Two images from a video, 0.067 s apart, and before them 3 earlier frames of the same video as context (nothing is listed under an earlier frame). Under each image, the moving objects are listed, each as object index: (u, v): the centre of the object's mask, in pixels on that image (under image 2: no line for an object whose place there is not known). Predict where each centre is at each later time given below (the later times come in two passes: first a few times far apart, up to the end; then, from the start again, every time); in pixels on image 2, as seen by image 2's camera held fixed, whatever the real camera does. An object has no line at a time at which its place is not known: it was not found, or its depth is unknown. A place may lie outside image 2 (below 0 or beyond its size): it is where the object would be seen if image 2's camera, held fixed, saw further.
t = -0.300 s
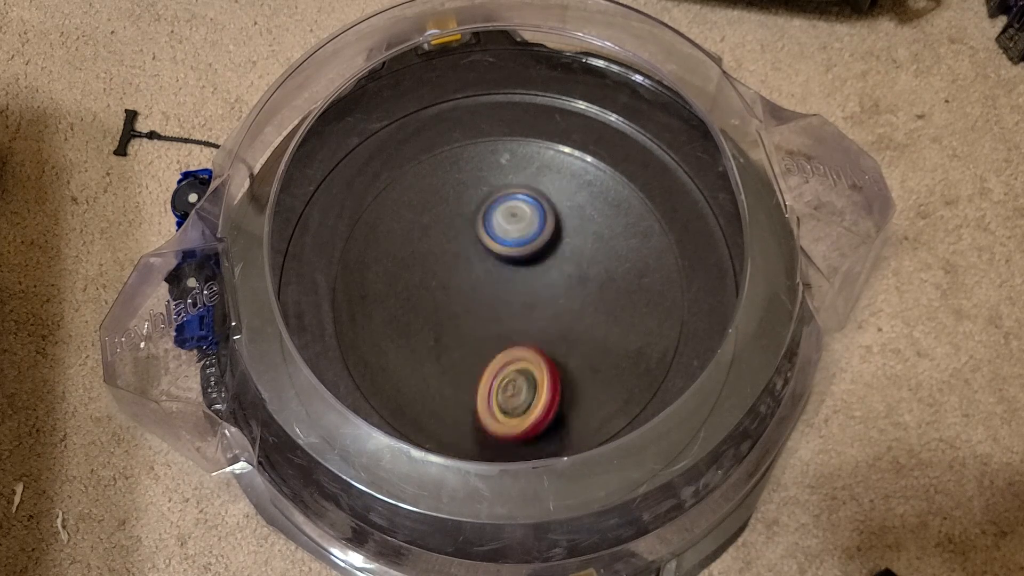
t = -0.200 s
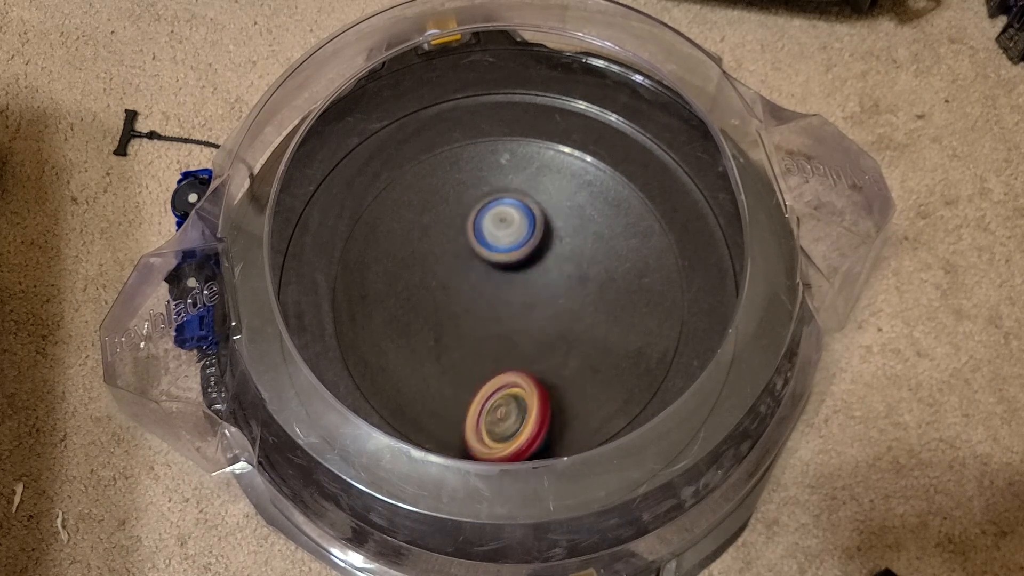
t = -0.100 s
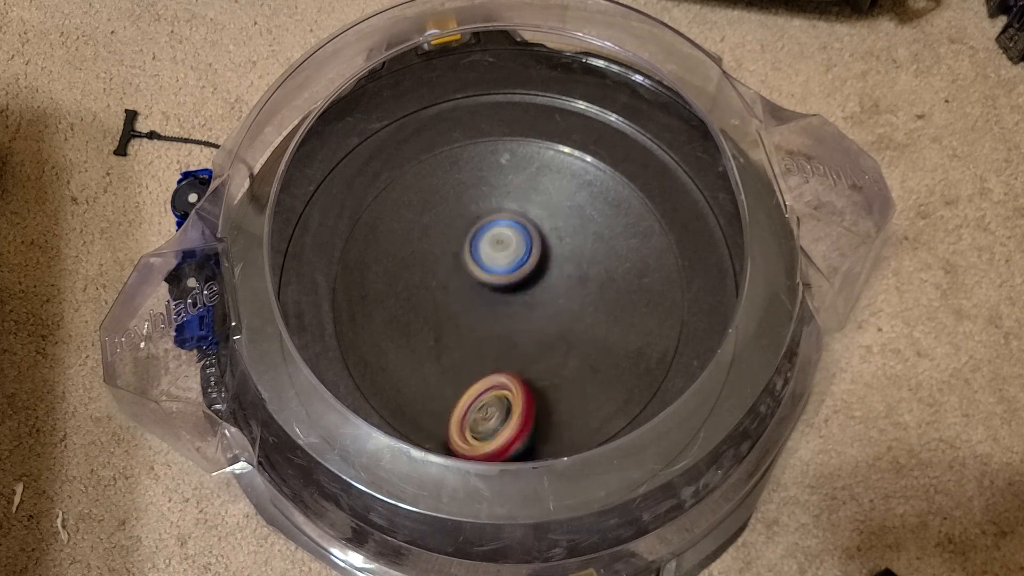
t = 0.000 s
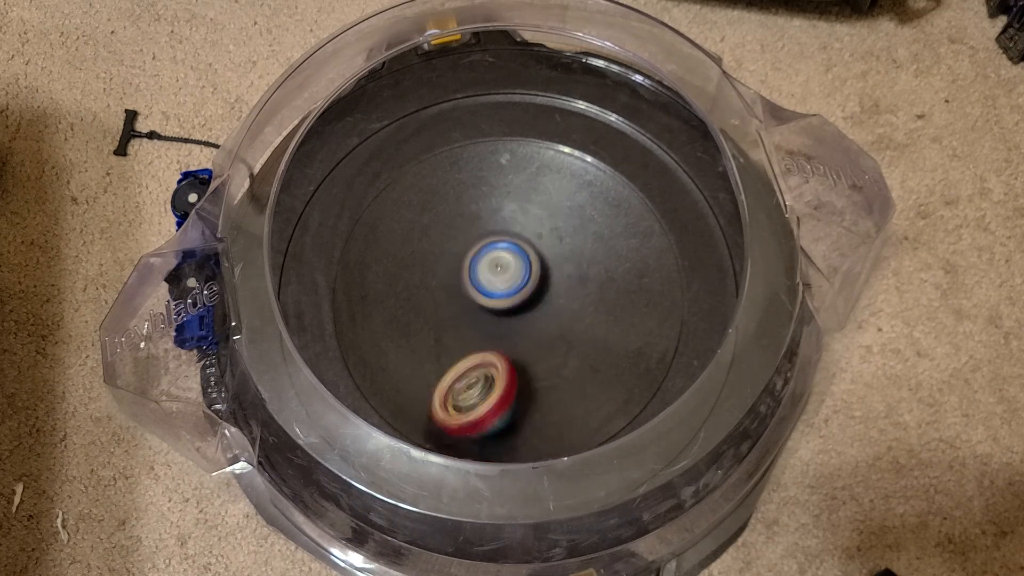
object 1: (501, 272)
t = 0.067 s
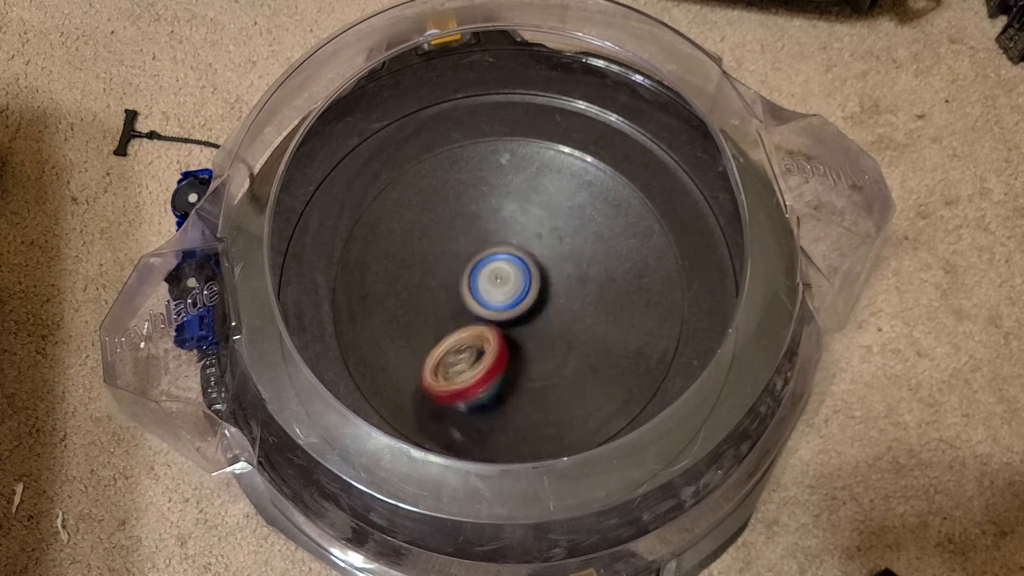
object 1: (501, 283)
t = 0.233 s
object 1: (535, 248)
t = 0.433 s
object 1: (539, 260)
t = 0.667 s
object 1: (685, 155)
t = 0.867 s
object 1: (682, 173)
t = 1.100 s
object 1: (617, 227)
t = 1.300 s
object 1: (533, 242)
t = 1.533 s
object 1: (490, 252)
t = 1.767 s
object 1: (502, 279)
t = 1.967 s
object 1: (505, 301)
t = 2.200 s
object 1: (511, 298)
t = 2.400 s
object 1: (507, 299)
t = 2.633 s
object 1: (491, 330)
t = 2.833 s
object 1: (501, 338)
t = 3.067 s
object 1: (518, 323)
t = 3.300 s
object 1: (524, 329)
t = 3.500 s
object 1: (518, 337)
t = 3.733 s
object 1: (489, 341)
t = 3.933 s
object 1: (464, 320)
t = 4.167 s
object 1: (437, 282)
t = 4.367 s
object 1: (481, 269)
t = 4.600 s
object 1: (503, 256)
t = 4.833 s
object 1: (509, 254)
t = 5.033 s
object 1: (524, 254)
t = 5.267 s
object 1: (535, 269)
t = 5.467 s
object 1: (540, 285)
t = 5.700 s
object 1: (533, 308)
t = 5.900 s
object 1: (524, 319)
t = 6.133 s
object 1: (516, 326)
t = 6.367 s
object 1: (499, 323)
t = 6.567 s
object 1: (483, 313)
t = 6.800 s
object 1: (465, 295)
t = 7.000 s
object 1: (462, 282)
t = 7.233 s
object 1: (468, 271)
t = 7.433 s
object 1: (475, 250)
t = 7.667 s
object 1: (489, 246)
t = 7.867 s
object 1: (487, 243)
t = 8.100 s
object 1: (485, 256)
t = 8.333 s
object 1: (494, 261)
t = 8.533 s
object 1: (498, 261)
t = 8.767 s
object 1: (496, 250)
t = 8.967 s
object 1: (500, 252)
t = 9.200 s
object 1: (506, 252)
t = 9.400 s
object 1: (505, 248)
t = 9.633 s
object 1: (500, 238)
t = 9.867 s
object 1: (510, 265)
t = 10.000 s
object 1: (508, 248)
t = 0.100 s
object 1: (504, 283)
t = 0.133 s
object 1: (516, 270)
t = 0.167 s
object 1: (524, 259)
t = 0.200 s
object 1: (531, 252)
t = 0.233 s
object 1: (535, 248)
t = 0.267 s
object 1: (537, 248)
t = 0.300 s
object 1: (539, 249)
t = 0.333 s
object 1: (541, 251)
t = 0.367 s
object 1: (541, 254)
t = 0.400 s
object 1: (540, 257)
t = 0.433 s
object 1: (539, 260)
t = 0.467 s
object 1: (537, 264)
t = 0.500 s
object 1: (549, 256)
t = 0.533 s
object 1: (586, 227)
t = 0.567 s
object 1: (620, 203)
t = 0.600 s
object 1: (648, 183)
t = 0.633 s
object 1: (674, 166)
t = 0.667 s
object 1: (685, 155)
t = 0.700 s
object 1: (689, 151)
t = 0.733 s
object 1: (700, 147)
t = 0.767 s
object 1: (700, 147)
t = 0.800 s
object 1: (690, 158)
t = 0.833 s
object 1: (687, 163)
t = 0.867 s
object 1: (682, 173)
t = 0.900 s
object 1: (673, 181)
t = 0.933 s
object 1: (665, 189)
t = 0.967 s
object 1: (657, 196)
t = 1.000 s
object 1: (650, 201)
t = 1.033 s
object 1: (640, 208)
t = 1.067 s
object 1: (630, 218)
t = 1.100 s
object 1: (617, 227)
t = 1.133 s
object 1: (602, 240)
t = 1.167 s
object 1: (586, 251)
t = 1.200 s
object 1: (570, 264)
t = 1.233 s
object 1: (556, 266)
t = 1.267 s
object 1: (545, 252)
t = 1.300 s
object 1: (533, 242)
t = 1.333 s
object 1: (521, 235)
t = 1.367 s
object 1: (511, 234)
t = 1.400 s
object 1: (502, 235)
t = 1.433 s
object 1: (496, 238)
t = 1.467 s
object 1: (491, 244)
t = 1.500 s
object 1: (488, 249)
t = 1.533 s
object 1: (490, 252)
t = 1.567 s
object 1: (494, 252)
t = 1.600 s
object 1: (498, 254)
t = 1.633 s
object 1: (501, 259)
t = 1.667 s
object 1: (503, 263)
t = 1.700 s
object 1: (503, 267)
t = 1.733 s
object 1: (502, 273)
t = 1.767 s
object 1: (502, 279)
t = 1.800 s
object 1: (501, 283)
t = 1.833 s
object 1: (500, 287)
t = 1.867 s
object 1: (498, 291)
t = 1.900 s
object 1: (500, 296)
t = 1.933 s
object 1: (503, 299)
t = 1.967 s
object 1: (505, 301)
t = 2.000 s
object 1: (506, 301)
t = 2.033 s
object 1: (507, 301)
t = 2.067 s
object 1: (507, 301)
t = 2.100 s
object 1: (508, 300)
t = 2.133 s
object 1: (509, 299)
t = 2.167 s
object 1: (510, 299)
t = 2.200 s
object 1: (511, 298)
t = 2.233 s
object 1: (512, 297)
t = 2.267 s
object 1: (513, 296)
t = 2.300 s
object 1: (514, 295)
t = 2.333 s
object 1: (514, 294)
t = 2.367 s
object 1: (511, 296)
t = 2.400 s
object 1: (507, 299)
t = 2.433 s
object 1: (504, 306)
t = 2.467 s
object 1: (503, 311)
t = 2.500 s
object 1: (503, 315)
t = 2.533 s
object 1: (500, 319)
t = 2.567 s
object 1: (495, 325)
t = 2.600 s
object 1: (492, 329)
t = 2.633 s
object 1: (491, 330)
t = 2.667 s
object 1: (492, 332)
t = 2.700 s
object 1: (492, 337)
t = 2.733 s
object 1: (495, 339)
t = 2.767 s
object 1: (497, 339)
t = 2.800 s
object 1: (499, 339)
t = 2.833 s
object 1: (501, 338)
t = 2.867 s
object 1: (503, 337)
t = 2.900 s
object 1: (506, 335)
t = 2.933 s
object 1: (508, 333)
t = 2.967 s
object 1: (511, 331)
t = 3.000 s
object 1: (513, 328)
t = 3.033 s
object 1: (516, 325)
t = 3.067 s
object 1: (518, 323)
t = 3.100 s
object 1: (520, 320)
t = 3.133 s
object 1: (522, 320)
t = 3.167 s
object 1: (524, 327)
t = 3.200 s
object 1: (524, 331)
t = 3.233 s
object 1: (524, 332)
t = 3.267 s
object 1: (524, 331)
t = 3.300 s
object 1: (524, 329)
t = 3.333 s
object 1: (524, 332)
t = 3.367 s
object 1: (524, 336)
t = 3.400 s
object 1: (523, 336)
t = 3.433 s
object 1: (523, 333)
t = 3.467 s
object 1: (523, 331)
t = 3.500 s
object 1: (518, 337)
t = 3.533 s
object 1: (512, 343)
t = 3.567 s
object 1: (508, 345)
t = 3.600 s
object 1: (505, 343)
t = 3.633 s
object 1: (503, 340)
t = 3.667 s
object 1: (500, 339)
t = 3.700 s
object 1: (493, 342)
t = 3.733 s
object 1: (489, 341)
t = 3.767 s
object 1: (487, 338)
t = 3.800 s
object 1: (477, 338)
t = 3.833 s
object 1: (468, 336)
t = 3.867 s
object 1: (464, 332)
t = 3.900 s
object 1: (463, 327)
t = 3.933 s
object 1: (464, 320)
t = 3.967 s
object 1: (465, 313)
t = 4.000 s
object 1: (454, 306)
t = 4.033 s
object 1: (440, 299)
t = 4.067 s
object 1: (433, 293)
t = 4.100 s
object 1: (431, 288)
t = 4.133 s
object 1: (433, 285)
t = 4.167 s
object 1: (437, 282)
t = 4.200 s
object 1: (443, 279)
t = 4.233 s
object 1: (449, 277)
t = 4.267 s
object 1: (457, 275)
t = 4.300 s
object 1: (465, 273)
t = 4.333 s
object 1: (472, 271)
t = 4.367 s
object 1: (481, 269)
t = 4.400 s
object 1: (487, 267)
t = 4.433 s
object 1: (490, 265)
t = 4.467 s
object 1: (493, 261)
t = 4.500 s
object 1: (496, 258)
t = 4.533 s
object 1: (499, 256)
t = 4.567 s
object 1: (501, 256)
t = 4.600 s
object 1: (503, 256)
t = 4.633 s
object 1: (504, 256)
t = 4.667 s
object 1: (504, 257)
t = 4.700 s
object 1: (504, 257)
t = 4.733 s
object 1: (504, 258)
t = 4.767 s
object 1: (505, 256)
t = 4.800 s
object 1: (507, 255)
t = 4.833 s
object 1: (509, 254)
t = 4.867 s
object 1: (511, 254)
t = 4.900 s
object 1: (513, 254)
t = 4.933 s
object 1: (516, 254)
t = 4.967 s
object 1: (517, 253)
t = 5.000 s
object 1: (520, 253)
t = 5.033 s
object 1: (524, 254)
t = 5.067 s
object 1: (528, 255)
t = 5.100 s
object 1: (529, 257)
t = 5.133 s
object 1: (529, 260)
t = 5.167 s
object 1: (529, 262)
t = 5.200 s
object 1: (530, 265)
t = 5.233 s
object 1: (532, 267)
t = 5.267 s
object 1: (535, 269)
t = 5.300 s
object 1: (535, 272)
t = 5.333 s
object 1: (534, 274)
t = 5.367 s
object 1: (533, 277)
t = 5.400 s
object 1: (537, 280)
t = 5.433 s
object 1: (540, 283)
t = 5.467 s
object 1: (540, 285)
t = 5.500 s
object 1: (539, 288)
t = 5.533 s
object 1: (536, 291)
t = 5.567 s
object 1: (537, 295)
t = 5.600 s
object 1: (537, 298)
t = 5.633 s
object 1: (536, 302)
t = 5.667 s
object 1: (535, 305)
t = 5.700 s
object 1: (533, 308)
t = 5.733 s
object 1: (532, 310)
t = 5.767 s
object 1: (531, 312)
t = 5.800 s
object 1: (530, 314)
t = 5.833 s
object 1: (528, 316)
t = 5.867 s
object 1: (526, 317)
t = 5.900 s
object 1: (524, 319)
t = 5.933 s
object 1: (523, 320)
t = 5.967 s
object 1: (522, 321)
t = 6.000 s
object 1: (521, 322)
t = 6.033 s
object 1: (519, 325)
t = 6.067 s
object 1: (518, 326)
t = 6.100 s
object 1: (517, 327)
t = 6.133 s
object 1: (516, 326)
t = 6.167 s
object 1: (516, 324)
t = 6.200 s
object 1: (513, 325)
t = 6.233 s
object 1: (508, 326)
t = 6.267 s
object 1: (506, 326)
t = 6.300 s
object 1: (505, 325)
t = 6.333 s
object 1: (501, 324)
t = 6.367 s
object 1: (499, 323)
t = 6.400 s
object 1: (496, 322)
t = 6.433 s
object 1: (492, 320)
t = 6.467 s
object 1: (490, 319)
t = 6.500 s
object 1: (489, 318)
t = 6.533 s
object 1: (488, 316)
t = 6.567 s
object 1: (483, 313)
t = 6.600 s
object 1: (477, 312)
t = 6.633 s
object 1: (474, 310)
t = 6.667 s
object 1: (475, 308)
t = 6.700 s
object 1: (474, 307)
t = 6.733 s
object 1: (469, 301)
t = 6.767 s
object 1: (466, 297)
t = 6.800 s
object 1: (465, 295)
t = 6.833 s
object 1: (465, 293)
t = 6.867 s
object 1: (466, 291)
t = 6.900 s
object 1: (464, 289)
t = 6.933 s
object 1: (462, 285)
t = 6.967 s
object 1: (462, 283)
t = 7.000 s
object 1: (462, 282)
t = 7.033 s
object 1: (462, 279)
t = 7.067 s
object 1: (463, 276)
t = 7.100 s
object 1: (464, 276)
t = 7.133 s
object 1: (465, 274)
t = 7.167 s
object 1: (466, 273)
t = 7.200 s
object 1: (467, 271)
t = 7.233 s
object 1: (468, 271)
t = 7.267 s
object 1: (471, 270)
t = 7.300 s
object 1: (471, 269)
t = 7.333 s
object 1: (472, 261)
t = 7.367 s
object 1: (472, 254)
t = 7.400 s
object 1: (473, 250)
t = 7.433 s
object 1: (475, 250)
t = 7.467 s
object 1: (477, 251)
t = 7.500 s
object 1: (481, 252)
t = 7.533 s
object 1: (483, 254)
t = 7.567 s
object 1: (486, 255)
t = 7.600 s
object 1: (488, 255)
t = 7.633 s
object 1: (489, 251)
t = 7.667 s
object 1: (489, 246)
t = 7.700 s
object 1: (488, 244)
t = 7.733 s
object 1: (490, 245)
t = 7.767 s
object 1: (491, 247)
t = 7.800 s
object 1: (492, 247)
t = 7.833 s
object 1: (489, 245)
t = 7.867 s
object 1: (487, 243)
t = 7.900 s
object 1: (486, 245)
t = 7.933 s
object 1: (487, 247)
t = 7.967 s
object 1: (488, 250)
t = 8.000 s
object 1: (485, 251)
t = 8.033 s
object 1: (484, 252)
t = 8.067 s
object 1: (483, 254)
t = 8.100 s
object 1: (485, 256)
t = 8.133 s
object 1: (486, 258)
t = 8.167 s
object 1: (488, 258)
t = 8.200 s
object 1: (489, 259)
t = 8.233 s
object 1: (490, 260)
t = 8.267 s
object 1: (492, 261)
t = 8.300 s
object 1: (494, 261)
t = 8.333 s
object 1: (494, 261)
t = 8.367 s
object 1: (494, 260)
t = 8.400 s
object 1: (493, 261)
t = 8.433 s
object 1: (495, 261)
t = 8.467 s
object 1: (496, 263)
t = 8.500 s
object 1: (499, 262)
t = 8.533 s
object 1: (498, 261)
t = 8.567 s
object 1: (498, 256)
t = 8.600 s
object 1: (496, 253)
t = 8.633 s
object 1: (496, 253)
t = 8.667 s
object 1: (496, 254)
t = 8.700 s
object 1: (497, 254)
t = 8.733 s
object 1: (495, 251)
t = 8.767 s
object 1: (496, 250)
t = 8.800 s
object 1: (496, 251)
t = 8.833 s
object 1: (497, 253)
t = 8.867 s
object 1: (498, 252)
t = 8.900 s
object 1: (499, 252)
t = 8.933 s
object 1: (500, 252)
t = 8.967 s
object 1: (500, 252)
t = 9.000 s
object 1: (502, 252)
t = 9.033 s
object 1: (502, 250)
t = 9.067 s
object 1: (501, 249)
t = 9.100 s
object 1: (501, 249)
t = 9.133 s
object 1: (503, 250)
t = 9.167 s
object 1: (504, 251)
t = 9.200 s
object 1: (506, 252)
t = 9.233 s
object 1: (506, 250)
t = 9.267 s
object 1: (504, 246)
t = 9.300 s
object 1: (505, 245)
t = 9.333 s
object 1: (504, 245)
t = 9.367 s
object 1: (504, 247)
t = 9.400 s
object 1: (505, 248)
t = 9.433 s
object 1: (505, 247)
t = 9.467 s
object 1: (506, 247)
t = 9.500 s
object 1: (504, 248)
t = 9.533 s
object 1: (505, 249)
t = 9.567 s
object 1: (504, 246)
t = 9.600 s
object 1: (501, 240)
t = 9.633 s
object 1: (500, 238)
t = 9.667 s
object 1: (499, 240)
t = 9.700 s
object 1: (500, 245)
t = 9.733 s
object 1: (501, 249)
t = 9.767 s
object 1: (503, 255)
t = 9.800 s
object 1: (506, 260)
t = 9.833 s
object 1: (508, 265)
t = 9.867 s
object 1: (510, 265)
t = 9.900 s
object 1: (510, 263)
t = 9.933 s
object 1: (509, 257)
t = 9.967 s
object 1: (509, 251)
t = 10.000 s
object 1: (508, 248)
